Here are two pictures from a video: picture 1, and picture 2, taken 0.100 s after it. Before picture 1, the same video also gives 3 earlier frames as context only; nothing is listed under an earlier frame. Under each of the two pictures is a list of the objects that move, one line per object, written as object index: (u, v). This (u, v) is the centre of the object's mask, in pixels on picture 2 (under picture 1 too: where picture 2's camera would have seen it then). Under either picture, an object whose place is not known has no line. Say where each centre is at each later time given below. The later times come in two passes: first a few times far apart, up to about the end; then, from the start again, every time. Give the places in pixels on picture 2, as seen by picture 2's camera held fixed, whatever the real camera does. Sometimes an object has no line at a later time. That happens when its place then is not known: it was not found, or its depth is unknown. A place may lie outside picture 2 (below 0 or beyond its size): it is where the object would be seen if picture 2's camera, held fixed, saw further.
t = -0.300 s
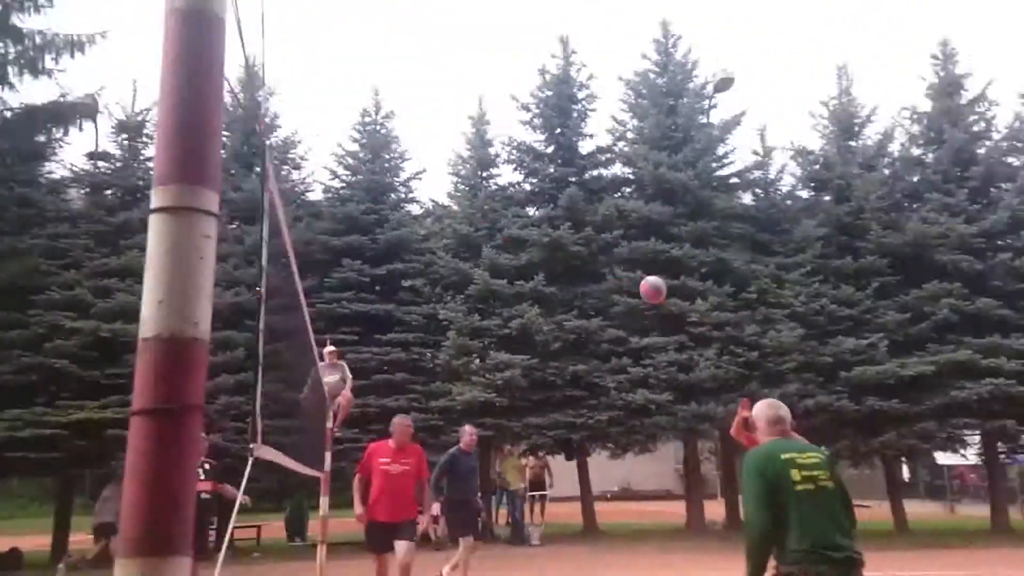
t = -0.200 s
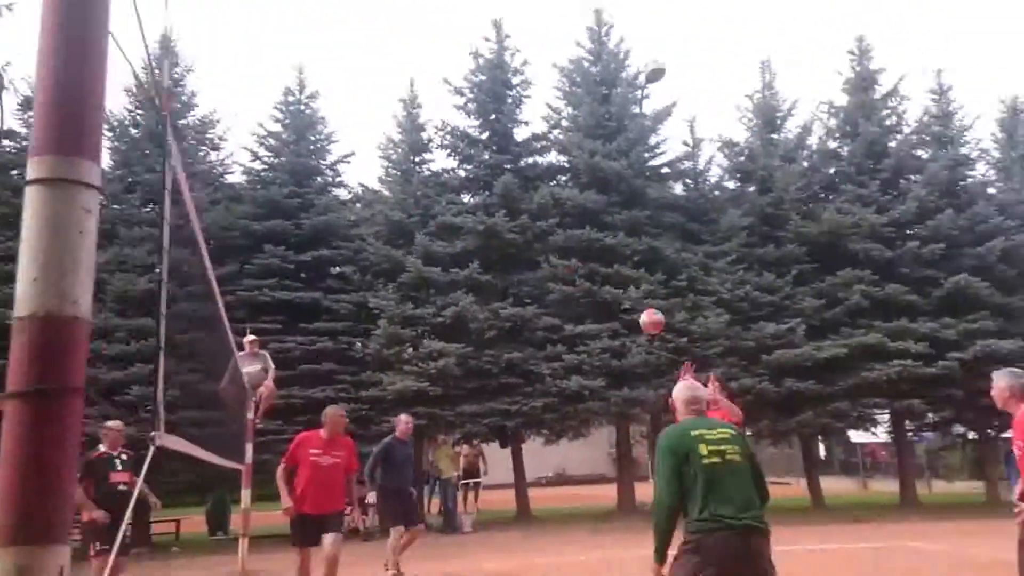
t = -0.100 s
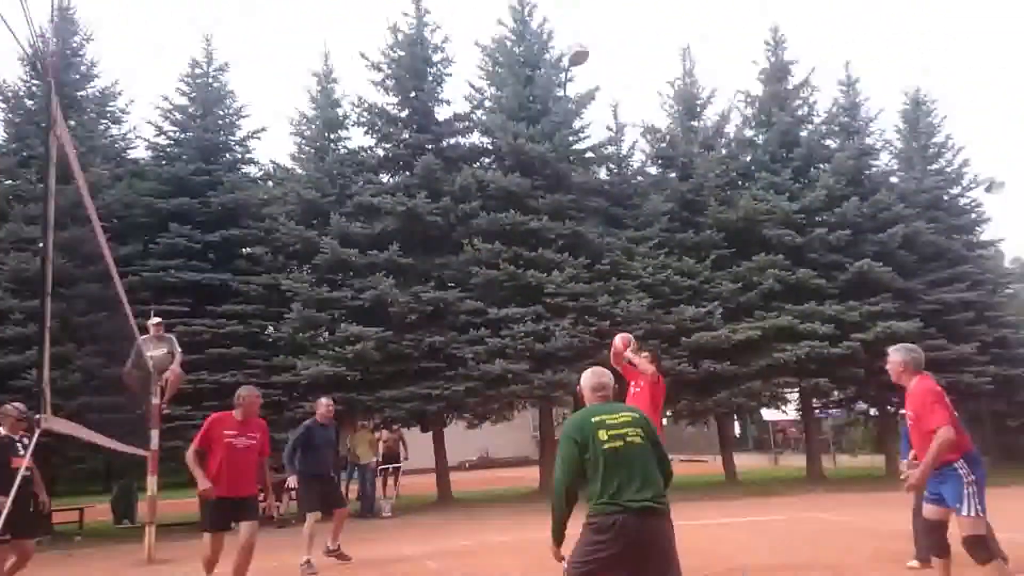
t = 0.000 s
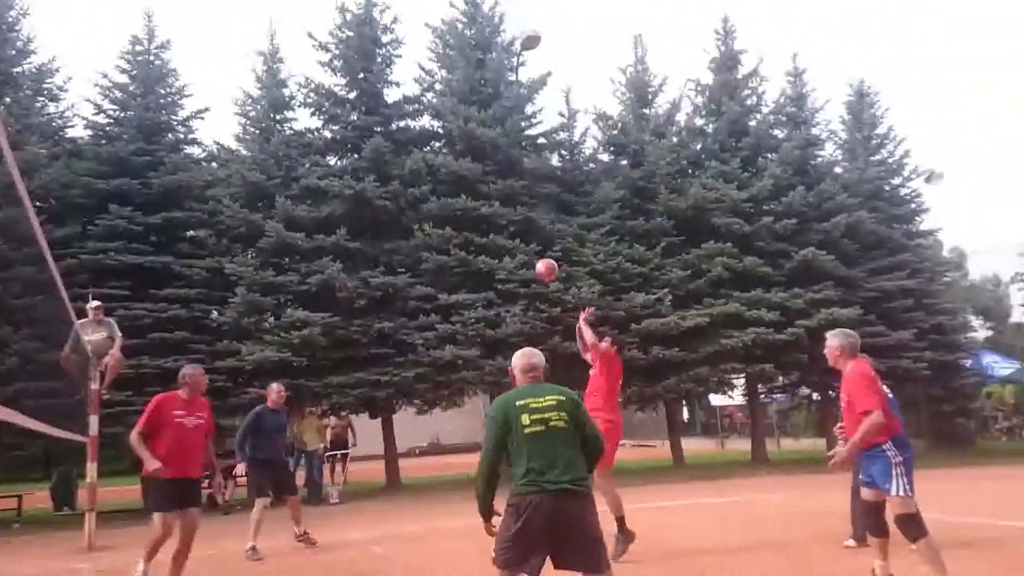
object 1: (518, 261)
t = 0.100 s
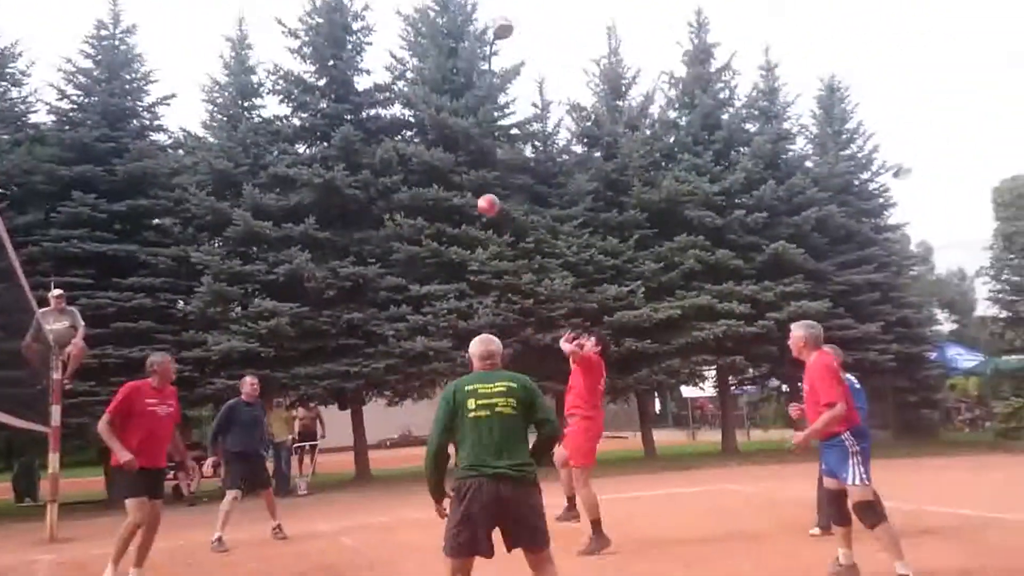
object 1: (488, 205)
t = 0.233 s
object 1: (449, 148)
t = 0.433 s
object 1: (393, 95)
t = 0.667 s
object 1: (336, 86)
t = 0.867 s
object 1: (290, 127)
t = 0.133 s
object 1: (479, 189)
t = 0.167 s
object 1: (470, 174)
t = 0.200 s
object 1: (459, 161)
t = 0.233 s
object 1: (449, 148)
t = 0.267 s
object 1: (440, 136)
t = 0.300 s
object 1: (430, 125)
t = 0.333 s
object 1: (421, 116)
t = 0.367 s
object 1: (411, 109)
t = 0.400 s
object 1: (402, 101)
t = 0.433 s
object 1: (393, 95)
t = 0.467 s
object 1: (384, 92)
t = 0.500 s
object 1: (377, 87)
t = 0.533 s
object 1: (368, 84)
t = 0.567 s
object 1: (361, 84)
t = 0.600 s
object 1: (352, 83)
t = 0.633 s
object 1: (343, 84)
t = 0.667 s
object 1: (336, 86)
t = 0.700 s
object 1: (327, 90)
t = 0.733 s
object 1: (320, 95)
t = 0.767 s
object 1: (312, 100)
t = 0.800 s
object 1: (304, 107)
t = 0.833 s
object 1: (298, 116)
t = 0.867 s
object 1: (290, 127)
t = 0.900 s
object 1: (282, 136)
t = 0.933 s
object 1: (275, 148)
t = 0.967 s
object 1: (267, 162)
